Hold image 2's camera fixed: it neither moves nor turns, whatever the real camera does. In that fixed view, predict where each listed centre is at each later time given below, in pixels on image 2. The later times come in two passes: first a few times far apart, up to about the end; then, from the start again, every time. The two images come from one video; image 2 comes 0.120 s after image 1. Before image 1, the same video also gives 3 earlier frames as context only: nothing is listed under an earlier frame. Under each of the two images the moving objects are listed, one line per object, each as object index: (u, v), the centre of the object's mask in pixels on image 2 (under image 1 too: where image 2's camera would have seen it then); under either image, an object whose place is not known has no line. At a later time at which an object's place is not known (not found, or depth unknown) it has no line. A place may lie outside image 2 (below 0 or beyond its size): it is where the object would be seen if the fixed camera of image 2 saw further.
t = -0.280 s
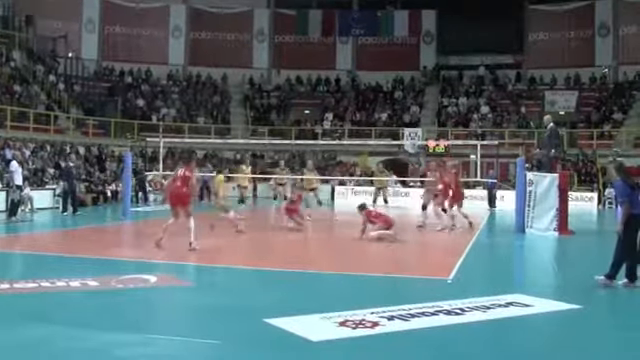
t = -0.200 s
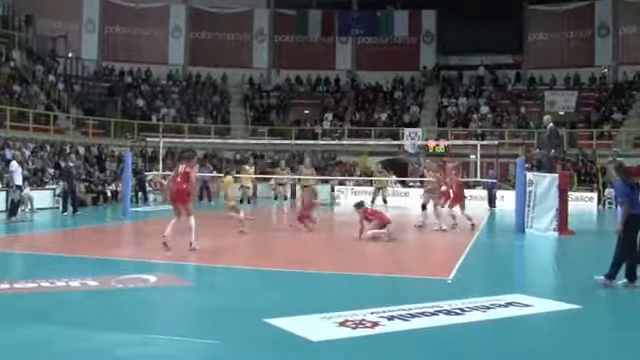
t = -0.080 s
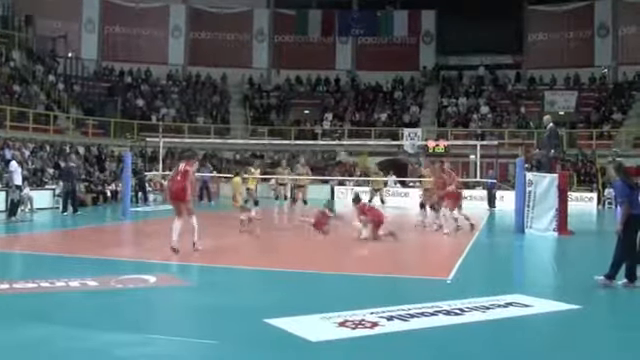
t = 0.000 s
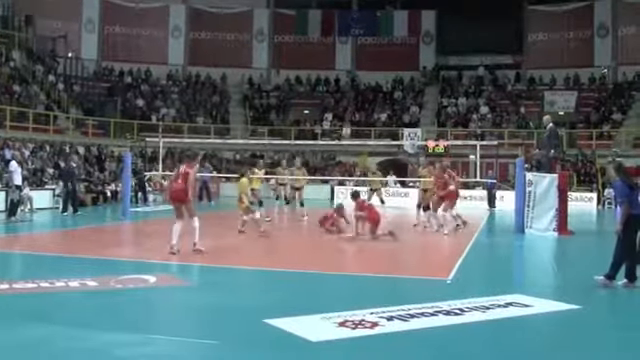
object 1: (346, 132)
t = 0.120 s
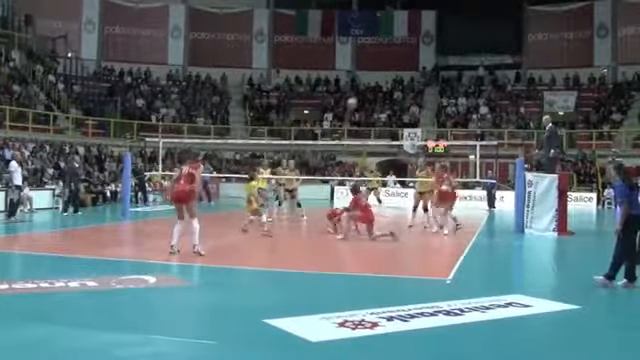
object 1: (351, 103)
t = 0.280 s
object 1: (360, 72)
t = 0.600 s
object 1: (371, 49)
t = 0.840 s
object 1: (380, 57)
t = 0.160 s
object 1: (354, 94)
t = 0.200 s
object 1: (356, 86)
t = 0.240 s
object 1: (358, 80)
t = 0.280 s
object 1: (360, 72)
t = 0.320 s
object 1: (361, 67)
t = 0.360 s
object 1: (362, 64)
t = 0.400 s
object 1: (364, 59)
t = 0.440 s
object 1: (366, 56)
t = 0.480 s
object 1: (367, 53)
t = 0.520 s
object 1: (368, 52)
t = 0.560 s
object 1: (370, 50)
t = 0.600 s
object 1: (371, 49)
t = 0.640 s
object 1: (373, 48)
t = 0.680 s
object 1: (374, 49)
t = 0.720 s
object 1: (376, 50)
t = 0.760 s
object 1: (377, 52)
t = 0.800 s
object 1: (378, 54)
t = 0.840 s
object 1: (380, 57)
